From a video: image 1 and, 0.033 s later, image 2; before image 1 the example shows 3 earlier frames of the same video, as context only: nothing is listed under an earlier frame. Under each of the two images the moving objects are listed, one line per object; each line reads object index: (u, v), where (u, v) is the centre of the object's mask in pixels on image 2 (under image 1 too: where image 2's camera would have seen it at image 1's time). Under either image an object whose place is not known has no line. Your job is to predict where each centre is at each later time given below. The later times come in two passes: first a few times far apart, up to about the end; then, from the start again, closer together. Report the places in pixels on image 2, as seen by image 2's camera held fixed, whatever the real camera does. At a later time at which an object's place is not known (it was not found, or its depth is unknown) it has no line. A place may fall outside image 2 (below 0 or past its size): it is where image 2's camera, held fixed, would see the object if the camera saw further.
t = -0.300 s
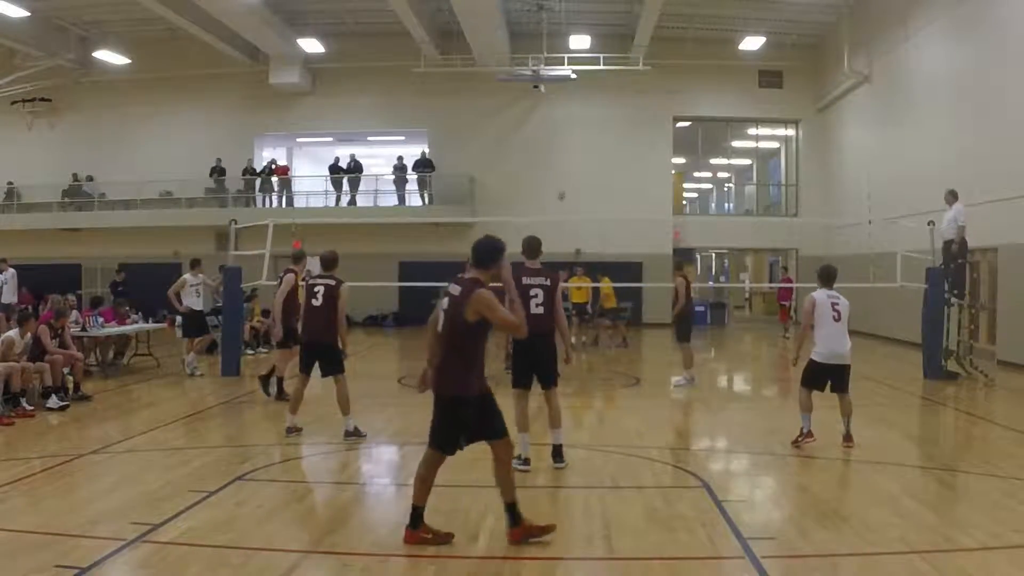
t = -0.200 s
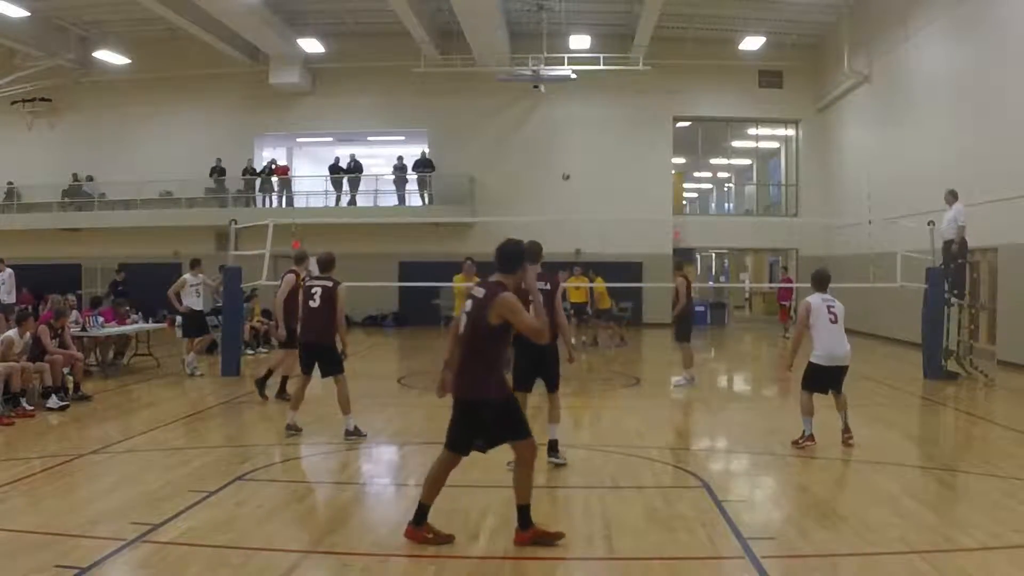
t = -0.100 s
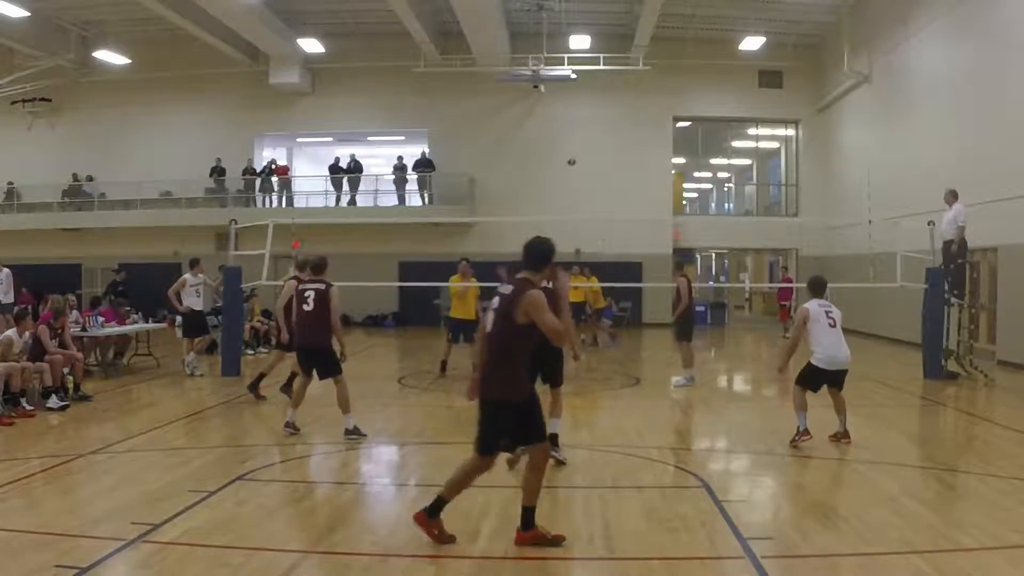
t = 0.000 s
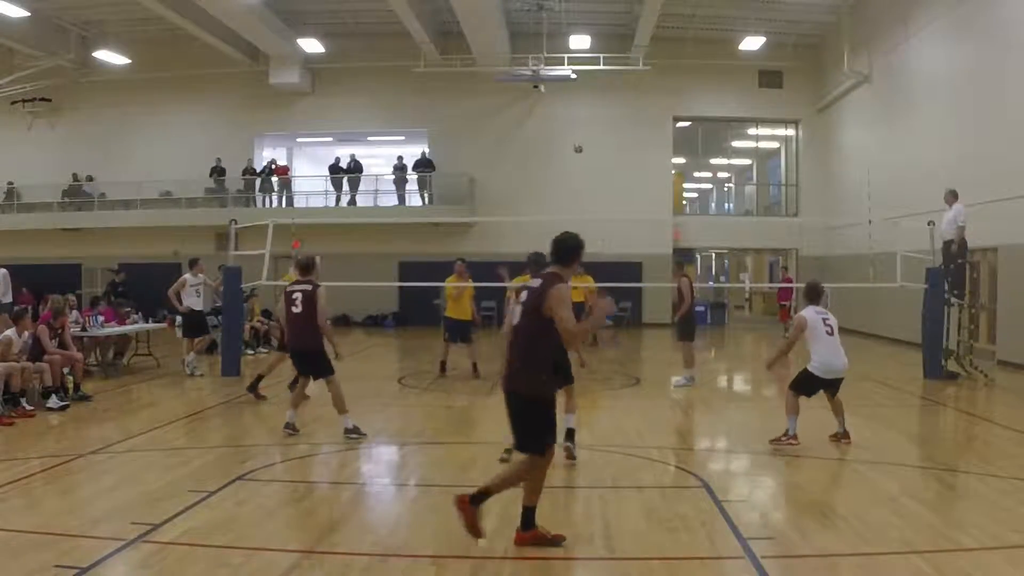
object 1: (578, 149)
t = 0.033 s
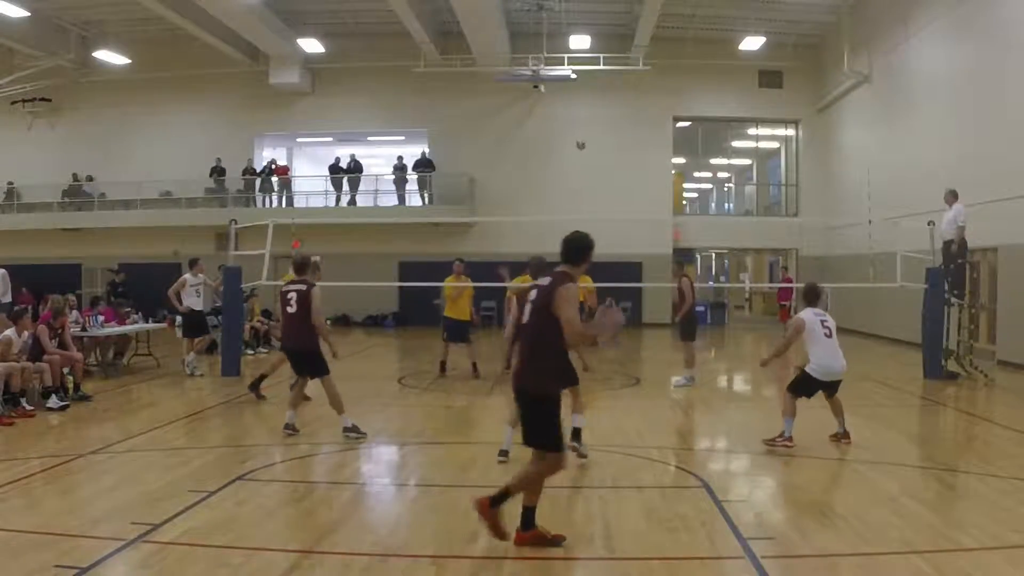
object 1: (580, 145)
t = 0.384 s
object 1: (618, 141)
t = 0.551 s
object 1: (640, 171)
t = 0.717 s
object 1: (672, 239)
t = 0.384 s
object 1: (618, 141)
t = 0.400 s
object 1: (620, 142)
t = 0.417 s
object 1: (622, 144)
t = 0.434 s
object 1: (624, 147)
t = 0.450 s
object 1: (626, 150)
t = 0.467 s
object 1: (628, 153)
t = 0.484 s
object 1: (630, 155)
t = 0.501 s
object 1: (632, 159)
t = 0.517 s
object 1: (635, 163)
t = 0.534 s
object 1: (638, 166)
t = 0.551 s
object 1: (640, 171)
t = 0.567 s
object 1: (643, 176)
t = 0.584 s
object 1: (645, 181)
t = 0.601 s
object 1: (649, 187)
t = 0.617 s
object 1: (652, 193)
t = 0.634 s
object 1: (656, 199)
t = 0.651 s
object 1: (659, 206)
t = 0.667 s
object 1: (664, 214)
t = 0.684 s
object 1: (667, 222)
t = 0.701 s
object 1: (671, 230)
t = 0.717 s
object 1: (672, 239)
